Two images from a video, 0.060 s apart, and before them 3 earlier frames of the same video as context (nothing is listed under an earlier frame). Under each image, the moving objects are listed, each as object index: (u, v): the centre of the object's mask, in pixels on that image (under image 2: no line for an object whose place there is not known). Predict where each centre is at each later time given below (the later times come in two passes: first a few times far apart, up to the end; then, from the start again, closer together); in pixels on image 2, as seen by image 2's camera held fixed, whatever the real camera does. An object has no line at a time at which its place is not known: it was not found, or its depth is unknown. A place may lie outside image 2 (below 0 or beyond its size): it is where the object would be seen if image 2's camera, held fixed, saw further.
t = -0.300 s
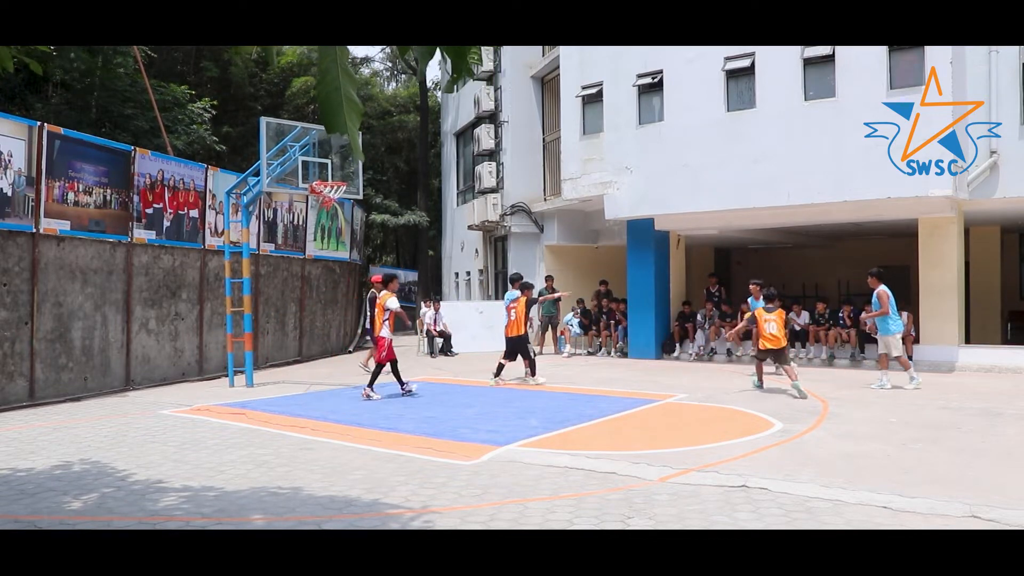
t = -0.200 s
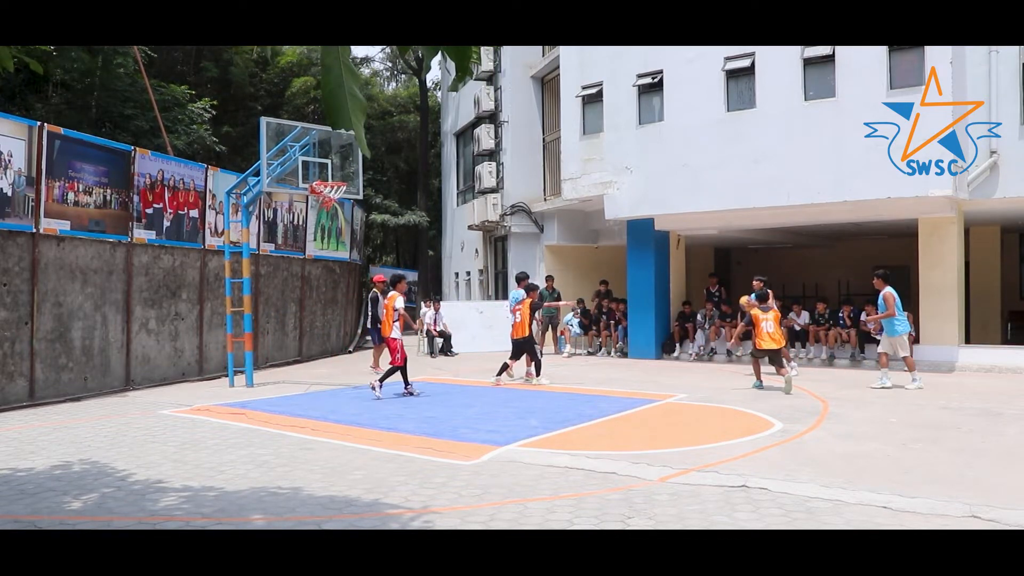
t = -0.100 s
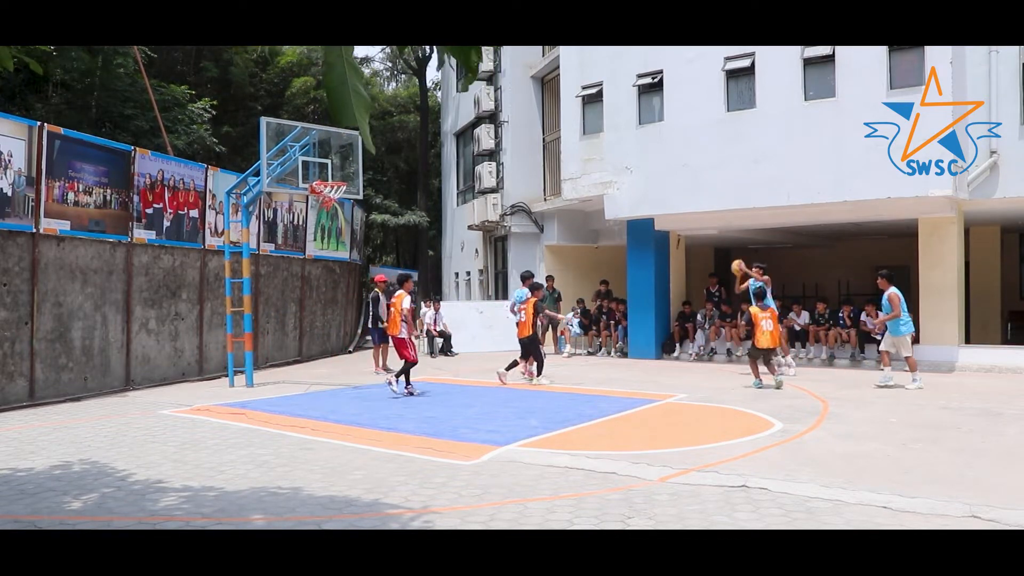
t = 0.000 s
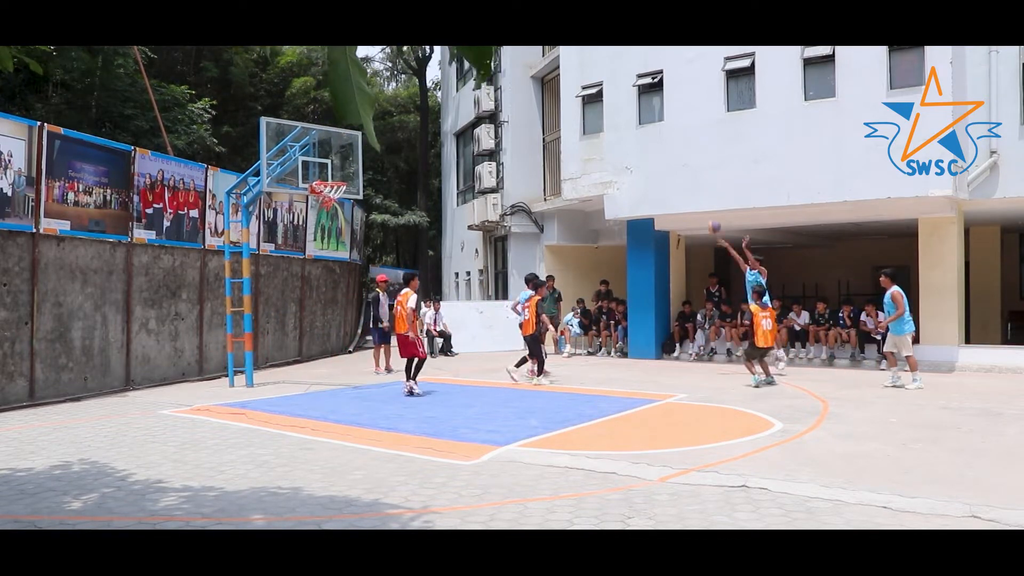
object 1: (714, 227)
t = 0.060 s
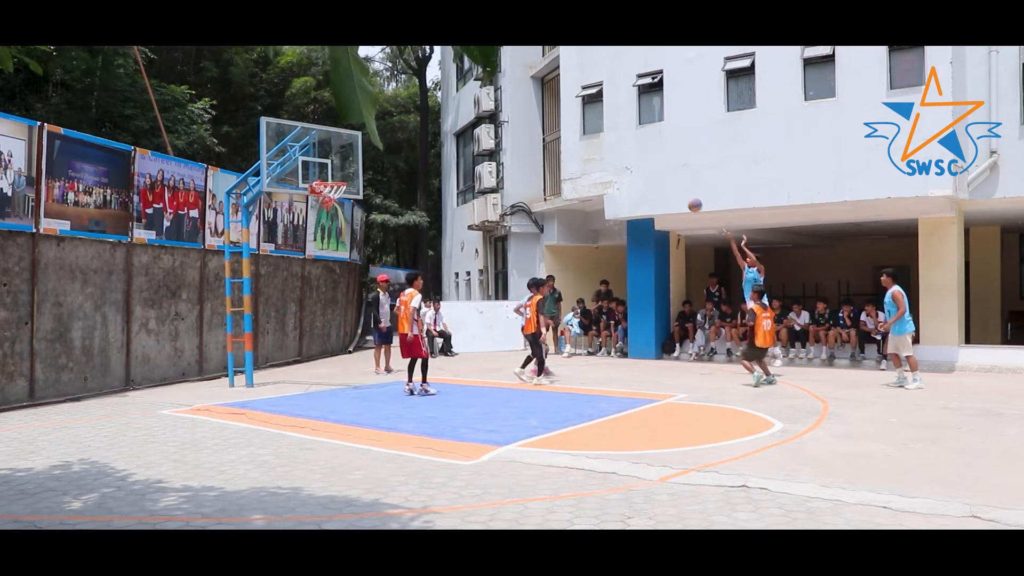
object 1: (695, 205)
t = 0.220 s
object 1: (643, 156)
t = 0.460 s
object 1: (565, 112)
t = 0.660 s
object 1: (500, 102)
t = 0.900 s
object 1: (421, 122)
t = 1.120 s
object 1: (347, 175)
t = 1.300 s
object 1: (361, 170)
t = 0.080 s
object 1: (688, 198)
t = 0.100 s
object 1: (682, 192)
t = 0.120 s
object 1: (675, 185)
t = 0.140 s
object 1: (669, 179)
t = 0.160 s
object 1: (662, 173)
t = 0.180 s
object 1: (656, 167)
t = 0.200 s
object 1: (649, 161)
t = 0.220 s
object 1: (643, 156)
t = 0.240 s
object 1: (637, 151)
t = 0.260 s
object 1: (630, 147)
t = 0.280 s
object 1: (624, 142)
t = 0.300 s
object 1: (617, 138)
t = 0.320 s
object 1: (611, 133)
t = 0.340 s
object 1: (604, 129)
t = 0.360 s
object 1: (597, 126)
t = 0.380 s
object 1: (590, 122)
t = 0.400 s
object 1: (585, 119)
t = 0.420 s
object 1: (578, 117)
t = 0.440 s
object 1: (572, 114)
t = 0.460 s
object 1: (565, 112)
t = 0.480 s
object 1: (559, 109)
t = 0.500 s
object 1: (552, 107)
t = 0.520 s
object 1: (546, 105)
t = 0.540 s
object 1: (539, 104)
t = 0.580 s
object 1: (526, 102)
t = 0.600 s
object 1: (520, 101)
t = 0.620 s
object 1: (513, 101)
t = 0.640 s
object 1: (507, 101)
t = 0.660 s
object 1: (500, 102)
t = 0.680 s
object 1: (494, 101)
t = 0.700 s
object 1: (488, 102)
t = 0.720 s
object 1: (480, 102)
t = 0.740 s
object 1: (473, 104)
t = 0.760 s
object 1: (467, 105)
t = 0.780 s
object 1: (461, 108)
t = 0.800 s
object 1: (454, 109)
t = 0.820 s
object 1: (447, 111)
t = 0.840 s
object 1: (440, 113)
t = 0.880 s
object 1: (427, 119)
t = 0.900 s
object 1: (421, 122)
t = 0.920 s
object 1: (414, 126)
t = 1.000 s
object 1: (388, 142)
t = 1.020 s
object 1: (381, 147)
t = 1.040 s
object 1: (375, 152)
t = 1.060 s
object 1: (368, 158)
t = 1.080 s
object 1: (361, 163)
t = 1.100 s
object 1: (354, 170)
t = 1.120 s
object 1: (347, 175)
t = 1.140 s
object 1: (343, 178)
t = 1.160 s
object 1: (344, 178)
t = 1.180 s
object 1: (345, 177)
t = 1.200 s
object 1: (346, 175)
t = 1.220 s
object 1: (347, 174)
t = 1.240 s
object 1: (350, 173)
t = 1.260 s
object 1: (353, 172)
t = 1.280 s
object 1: (358, 170)
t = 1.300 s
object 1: (361, 170)
